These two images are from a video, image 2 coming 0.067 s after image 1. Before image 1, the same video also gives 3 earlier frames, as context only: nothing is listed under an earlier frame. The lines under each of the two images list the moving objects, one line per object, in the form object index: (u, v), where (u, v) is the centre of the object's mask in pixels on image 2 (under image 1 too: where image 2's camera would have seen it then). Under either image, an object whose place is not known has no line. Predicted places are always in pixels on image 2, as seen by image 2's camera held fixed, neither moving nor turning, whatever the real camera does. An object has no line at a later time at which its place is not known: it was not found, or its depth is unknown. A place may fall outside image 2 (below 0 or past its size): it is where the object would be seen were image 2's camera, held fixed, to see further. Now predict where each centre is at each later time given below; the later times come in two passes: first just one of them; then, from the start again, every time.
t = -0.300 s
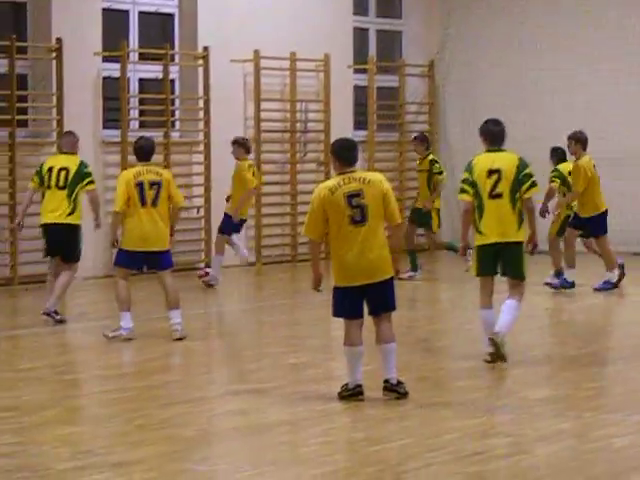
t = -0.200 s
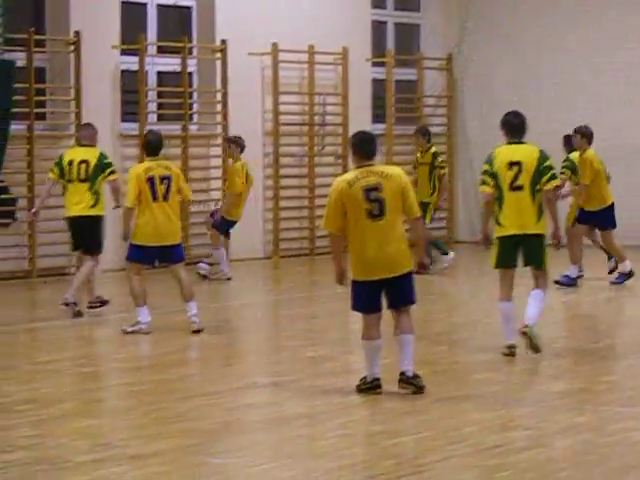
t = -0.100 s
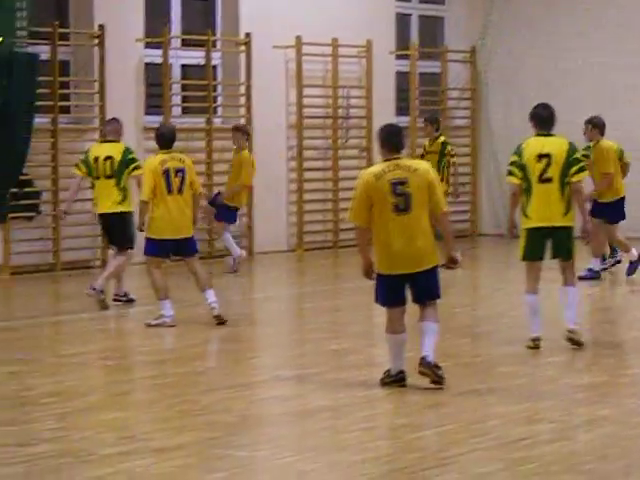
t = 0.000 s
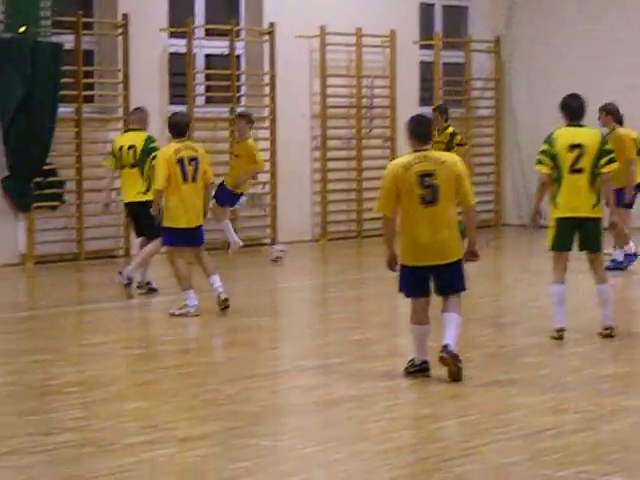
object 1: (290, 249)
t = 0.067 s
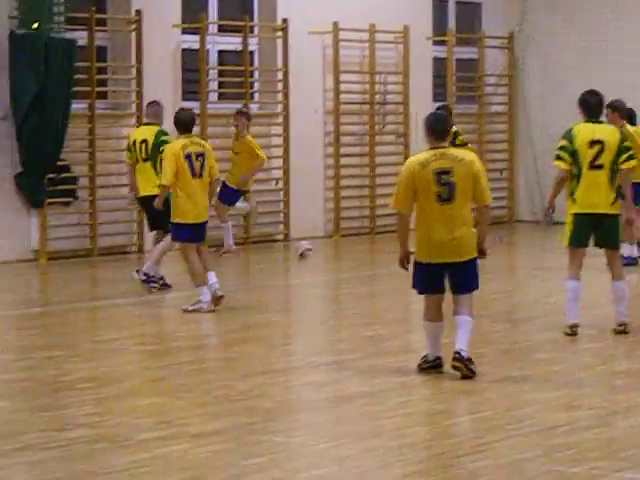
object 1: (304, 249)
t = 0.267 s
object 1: (344, 249)
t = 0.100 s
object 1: (310, 250)
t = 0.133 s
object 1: (315, 250)
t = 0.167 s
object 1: (323, 249)
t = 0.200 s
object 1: (330, 250)
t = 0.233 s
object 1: (337, 249)
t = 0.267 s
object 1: (344, 249)
